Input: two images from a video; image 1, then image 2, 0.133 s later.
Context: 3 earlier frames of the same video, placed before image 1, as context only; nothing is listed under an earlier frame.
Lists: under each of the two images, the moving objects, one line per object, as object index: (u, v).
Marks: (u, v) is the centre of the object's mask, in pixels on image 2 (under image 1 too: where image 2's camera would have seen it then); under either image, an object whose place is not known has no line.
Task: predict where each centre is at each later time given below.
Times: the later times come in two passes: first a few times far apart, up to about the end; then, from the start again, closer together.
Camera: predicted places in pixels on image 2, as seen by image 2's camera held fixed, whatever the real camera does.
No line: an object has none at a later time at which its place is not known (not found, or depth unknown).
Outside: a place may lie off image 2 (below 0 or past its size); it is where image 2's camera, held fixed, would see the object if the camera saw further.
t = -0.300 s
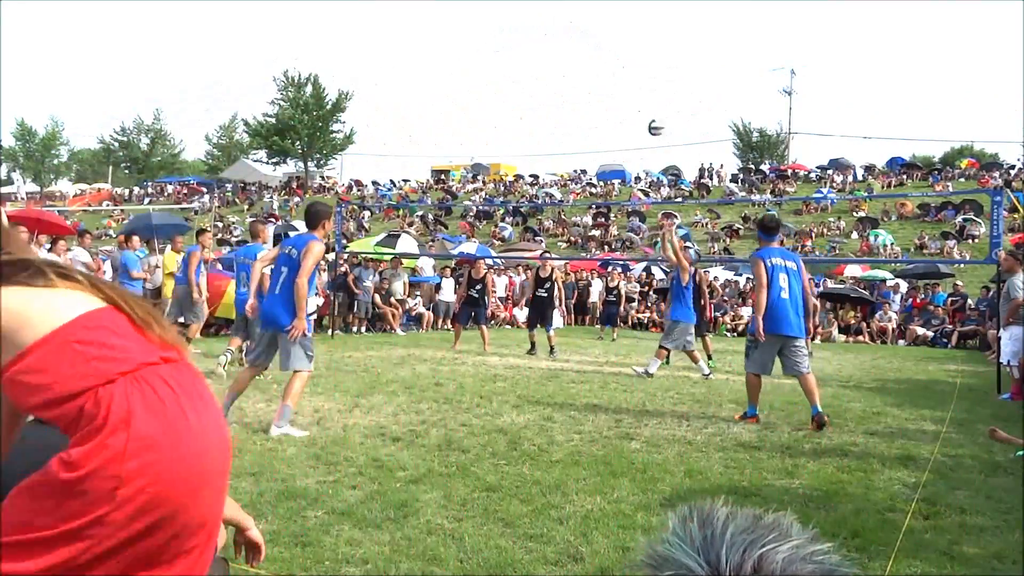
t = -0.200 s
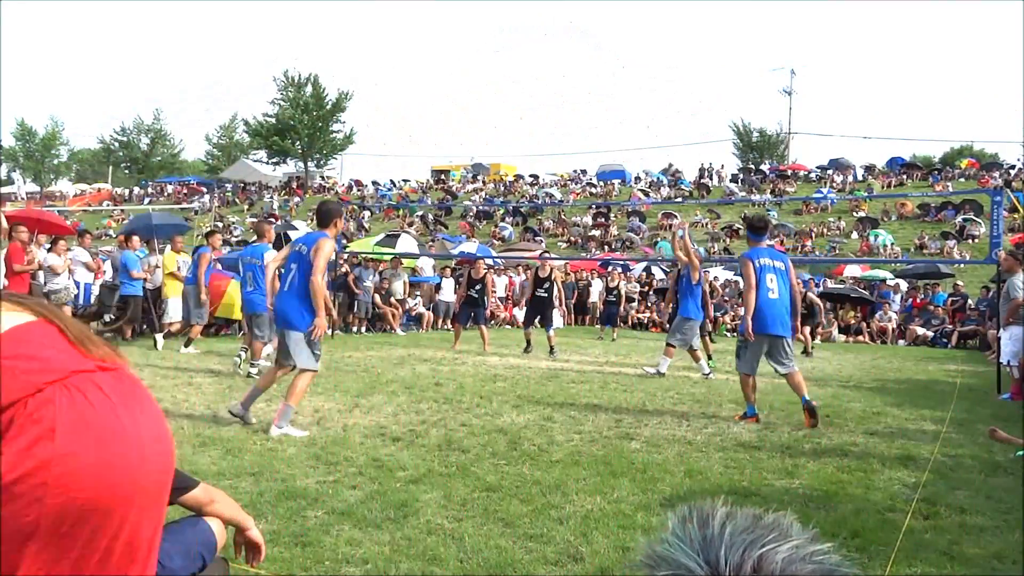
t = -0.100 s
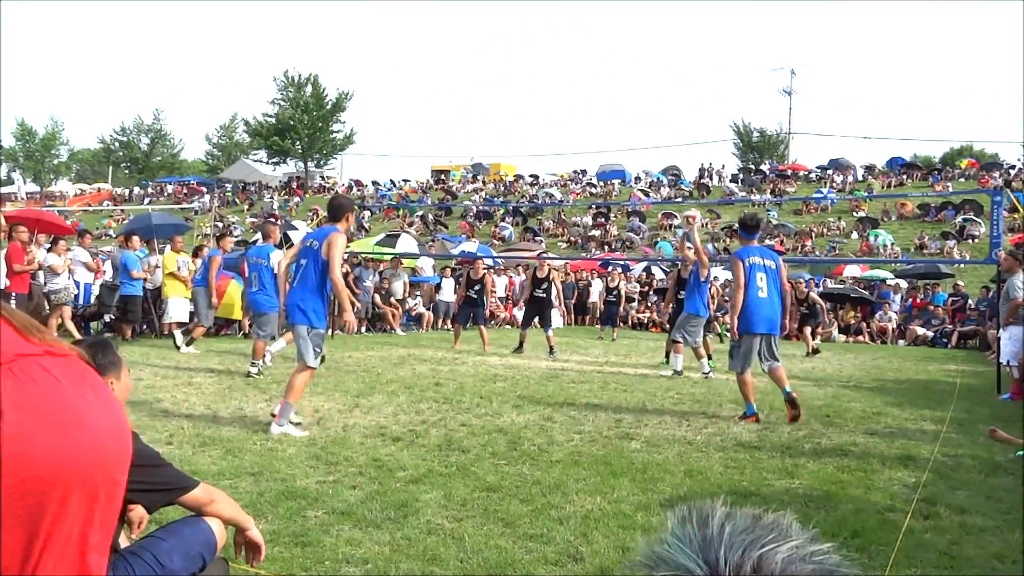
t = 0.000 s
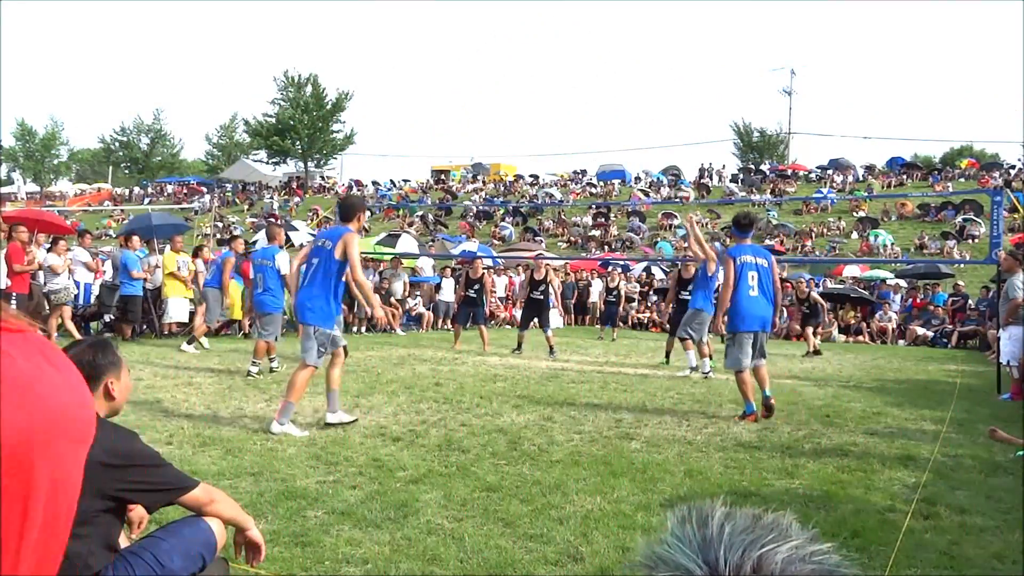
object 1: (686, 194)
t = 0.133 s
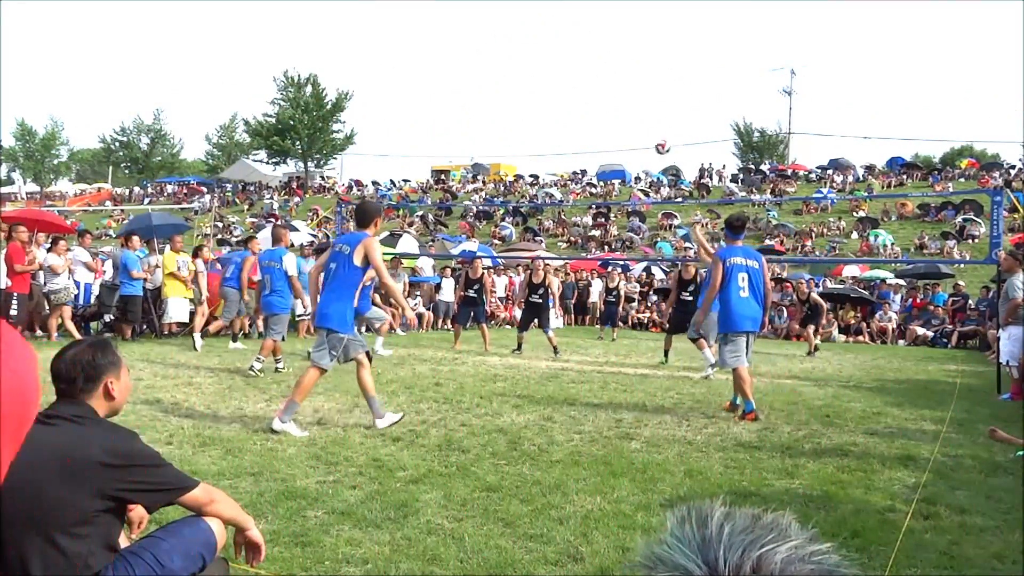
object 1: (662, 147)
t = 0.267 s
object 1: (639, 113)
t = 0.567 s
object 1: (593, 83)
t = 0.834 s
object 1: (556, 108)
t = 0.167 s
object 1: (656, 138)
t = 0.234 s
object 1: (645, 120)
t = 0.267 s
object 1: (639, 113)
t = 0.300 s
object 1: (634, 106)
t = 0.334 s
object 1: (629, 100)
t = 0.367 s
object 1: (624, 95)
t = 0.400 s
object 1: (618, 91)
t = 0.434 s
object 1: (613, 88)
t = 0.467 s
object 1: (608, 85)
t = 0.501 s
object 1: (603, 84)
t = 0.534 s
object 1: (598, 83)
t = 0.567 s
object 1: (593, 83)
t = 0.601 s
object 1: (588, 83)
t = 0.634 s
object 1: (583, 85)
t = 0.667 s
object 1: (579, 87)
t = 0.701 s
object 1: (574, 90)
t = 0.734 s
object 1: (569, 93)
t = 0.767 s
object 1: (565, 98)
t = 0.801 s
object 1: (560, 102)
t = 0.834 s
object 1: (556, 108)
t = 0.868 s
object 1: (551, 114)
